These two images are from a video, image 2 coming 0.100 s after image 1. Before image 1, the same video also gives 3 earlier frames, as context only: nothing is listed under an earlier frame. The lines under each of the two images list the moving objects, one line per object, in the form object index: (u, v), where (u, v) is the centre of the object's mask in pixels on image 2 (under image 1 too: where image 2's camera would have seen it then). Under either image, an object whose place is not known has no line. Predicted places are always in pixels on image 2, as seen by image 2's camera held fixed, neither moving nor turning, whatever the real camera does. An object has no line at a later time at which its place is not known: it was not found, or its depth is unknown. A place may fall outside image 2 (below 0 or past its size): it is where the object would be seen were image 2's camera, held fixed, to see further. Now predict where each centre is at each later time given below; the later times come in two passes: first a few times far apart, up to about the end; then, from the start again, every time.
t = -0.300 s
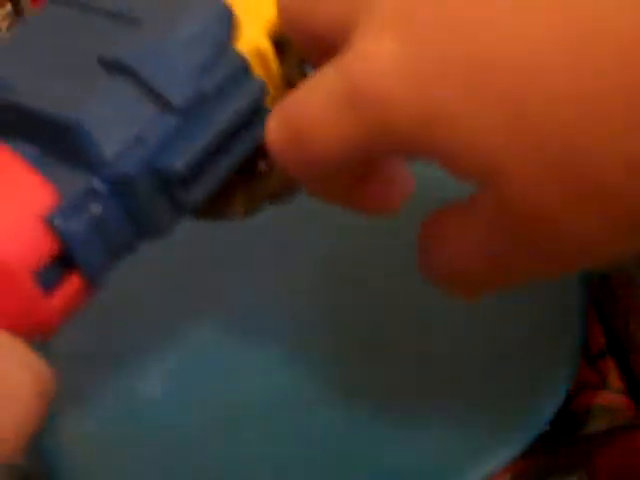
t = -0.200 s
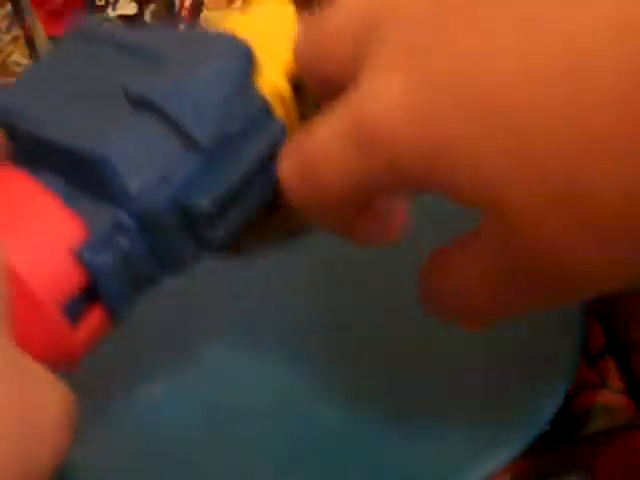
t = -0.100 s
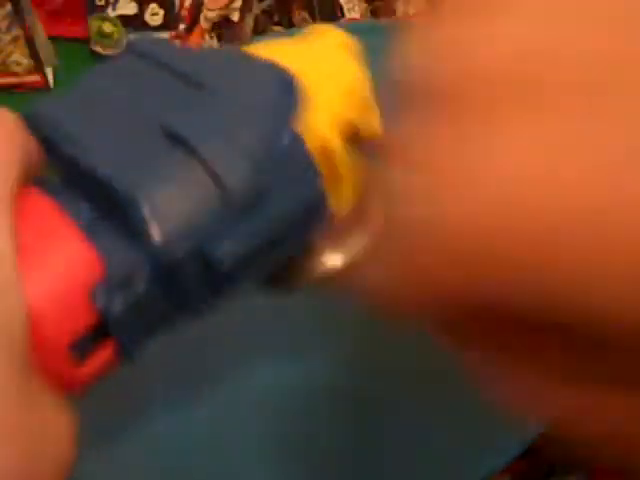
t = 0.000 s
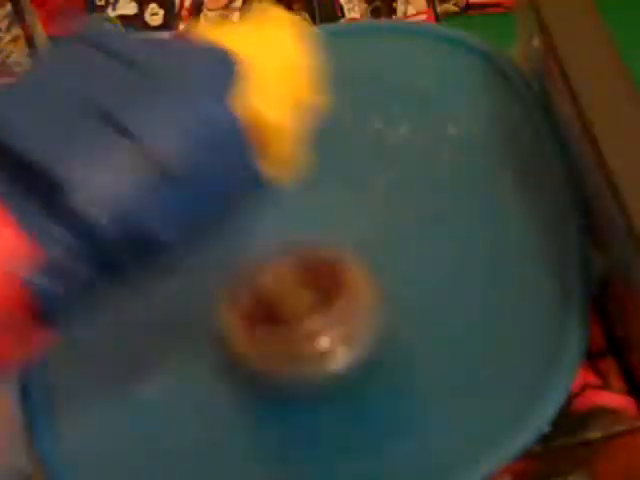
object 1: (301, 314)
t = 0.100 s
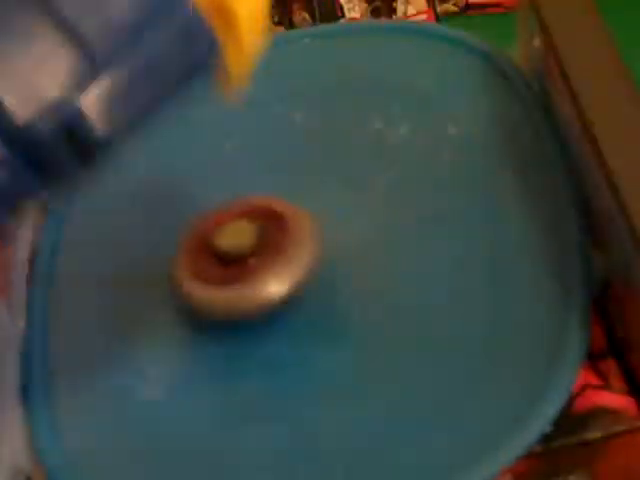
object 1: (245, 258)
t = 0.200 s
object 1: (217, 218)
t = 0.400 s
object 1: (178, 236)
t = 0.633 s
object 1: (96, 324)
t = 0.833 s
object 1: (129, 390)
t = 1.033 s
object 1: (229, 340)
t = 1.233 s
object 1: (313, 243)
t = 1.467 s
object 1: (316, 133)
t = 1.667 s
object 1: (275, 88)
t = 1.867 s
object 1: (258, 98)
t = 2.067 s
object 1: (251, 119)
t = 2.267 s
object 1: (258, 152)
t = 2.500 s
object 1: (294, 207)
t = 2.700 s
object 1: (303, 228)
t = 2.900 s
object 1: (306, 242)
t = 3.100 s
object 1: (304, 250)
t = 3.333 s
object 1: (294, 254)
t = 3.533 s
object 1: (283, 255)
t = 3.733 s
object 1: (273, 253)
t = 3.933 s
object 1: (267, 247)
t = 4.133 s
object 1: (263, 238)
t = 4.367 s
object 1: (268, 231)
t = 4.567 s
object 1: (276, 213)
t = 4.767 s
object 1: (284, 186)
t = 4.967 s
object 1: (300, 161)
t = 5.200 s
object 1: (311, 151)
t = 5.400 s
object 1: (315, 152)
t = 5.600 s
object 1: (316, 159)
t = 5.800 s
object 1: (311, 171)
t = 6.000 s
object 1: (293, 200)
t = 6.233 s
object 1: (291, 277)
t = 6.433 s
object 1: (298, 288)
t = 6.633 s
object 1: (294, 289)
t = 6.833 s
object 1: (287, 283)
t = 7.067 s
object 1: (284, 270)
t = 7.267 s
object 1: (284, 250)
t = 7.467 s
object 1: (281, 222)
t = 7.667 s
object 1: (269, 202)
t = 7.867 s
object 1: (273, 193)
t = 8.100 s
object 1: (281, 184)
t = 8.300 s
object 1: (288, 182)
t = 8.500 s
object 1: (296, 183)
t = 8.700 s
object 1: (300, 194)
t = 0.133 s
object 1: (232, 243)
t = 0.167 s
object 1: (222, 228)
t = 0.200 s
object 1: (217, 218)
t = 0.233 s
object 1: (214, 211)
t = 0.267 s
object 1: (211, 209)
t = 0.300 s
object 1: (206, 213)
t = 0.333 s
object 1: (200, 219)
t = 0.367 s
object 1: (190, 227)
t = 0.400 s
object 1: (178, 236)
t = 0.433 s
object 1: (164, 247)
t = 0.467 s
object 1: (150, 258)
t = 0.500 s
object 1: (137, 269)
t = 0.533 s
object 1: (123, 281)
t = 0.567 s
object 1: (112, 295)
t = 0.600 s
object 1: (102, 309)
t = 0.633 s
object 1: (96, 324)
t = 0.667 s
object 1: (91, 340)
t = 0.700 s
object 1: (91, 357)
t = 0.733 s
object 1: (96, 372)
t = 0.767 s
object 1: (105, 381)
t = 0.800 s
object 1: (116, 388)
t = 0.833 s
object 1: (129, 390)
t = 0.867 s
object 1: (141, 389)
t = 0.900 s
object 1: (156, 383)
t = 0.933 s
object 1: (176, 375)
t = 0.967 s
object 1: (195, 365)
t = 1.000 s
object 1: (212, 355)
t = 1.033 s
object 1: (229, 340)
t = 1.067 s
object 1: (246, 326)
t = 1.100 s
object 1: (260, 311)
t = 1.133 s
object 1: (276, 295)
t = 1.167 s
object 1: (291, 278)
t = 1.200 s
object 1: (303, 261)
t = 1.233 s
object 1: (313, 243)
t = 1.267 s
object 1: (320, 226)
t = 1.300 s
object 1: (323, 208)
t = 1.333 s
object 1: (323, 191)
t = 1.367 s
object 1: (321, 176)
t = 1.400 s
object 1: (320, 160)
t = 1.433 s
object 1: (319, 146)
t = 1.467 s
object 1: (316, 133)
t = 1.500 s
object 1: (313, 121)
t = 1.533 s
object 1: (308, 110)
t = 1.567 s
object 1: (302, 99)
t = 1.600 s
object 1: (293, 92)
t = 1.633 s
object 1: (283, 89)
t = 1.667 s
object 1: (275, 88)
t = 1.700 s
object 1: (270, 88)
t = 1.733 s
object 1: (267, 89)
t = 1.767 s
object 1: (265, 90)
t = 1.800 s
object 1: (262, 92)
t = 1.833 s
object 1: (260, 95)
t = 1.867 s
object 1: (258, 98)
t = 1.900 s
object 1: (257, 102)
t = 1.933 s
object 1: (255, 105)
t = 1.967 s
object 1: (254, 109)
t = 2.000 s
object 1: (252, 112)
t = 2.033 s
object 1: (252, 115)
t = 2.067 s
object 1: (251, 119)
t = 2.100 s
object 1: (251, 123)
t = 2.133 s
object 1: (251, 128)
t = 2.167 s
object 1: (251, 133)
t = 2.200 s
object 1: (252, 138)
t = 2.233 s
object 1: (254, 144)
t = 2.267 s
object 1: (258, 152)
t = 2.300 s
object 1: (264, 161)
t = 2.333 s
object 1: (269, 170)
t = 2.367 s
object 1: (276, 179)
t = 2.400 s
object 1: (282, 189)
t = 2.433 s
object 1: (288, 196)
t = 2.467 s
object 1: (292, 202)
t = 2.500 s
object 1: (294, 207)
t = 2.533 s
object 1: (296, 212)
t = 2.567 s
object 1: (298, 216)
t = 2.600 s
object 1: (300, 220)
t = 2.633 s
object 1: (301, 222)
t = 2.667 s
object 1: (301, 225)
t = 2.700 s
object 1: (303, 228)
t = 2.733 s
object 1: (304, 231)
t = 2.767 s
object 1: (305, 233)
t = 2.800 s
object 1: (305, 236)
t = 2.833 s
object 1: (305, 238)
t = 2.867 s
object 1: (305, 239)
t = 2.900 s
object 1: (306, 242)
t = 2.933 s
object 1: (306, 244)
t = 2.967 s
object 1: (306, 246)
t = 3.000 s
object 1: (306, 247)
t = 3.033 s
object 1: (305, 248)
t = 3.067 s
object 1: (305, 249)
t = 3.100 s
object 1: (304, 250)
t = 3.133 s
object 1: (303, 251)
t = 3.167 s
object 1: (302, 251)
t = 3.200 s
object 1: (300, 252)
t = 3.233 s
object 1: (299, 253)
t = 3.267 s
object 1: (298, 253)
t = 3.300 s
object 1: (296, 254)
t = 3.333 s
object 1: (294, 254)
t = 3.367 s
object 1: (292, 255)
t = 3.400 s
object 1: (290, 255)
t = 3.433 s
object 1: (288, 255)
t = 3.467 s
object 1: (286, 256)
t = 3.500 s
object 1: (285, 256)
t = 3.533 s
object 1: (283, 255)
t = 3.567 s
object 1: (281, 255)
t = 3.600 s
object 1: (280, 255)
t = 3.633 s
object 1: (278, 255)
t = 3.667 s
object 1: (276, 254)
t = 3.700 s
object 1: (275, 254)
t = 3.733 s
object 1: (273, 253)
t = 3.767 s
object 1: (272, 252)
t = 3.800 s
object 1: (271, 251)
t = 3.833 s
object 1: (270, 250)
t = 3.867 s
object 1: (269, 249)
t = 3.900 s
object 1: (269, 248)
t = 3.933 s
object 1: (267, 247)
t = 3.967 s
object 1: (267, 246)
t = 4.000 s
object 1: (265, 244)
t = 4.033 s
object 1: (263, 242)
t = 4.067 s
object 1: (263, 241)
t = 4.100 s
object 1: (263, 239)
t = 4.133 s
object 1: (263, 238)
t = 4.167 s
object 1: (263, 237)
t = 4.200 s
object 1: (264, 236)
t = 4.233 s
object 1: (264, 235)
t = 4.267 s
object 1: (265, 234)
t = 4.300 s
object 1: (266, 233)
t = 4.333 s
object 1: (268, 232)
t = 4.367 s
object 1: (268, 231)
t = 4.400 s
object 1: (269, 229)
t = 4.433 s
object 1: (271, 227)
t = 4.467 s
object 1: (272, 224)
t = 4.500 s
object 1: (274, 220)
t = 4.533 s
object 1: (275, 217)
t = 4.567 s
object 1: (276, 213)
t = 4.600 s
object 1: (277, 209)
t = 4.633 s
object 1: (278, 205)
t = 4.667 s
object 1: (280, 201)
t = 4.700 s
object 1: (281, 196)
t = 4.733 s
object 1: (283, 192)
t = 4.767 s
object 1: (284, 186)
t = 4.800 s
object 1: (286, 180)
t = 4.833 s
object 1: (289, 175)
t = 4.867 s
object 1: (292, 171)
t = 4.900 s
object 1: (294, 168)
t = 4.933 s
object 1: (297, 164)
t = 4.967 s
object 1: (300, 161)
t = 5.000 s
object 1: (302, 157)
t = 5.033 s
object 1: (304, 155)
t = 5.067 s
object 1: (307, 153)
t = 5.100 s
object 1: (309, 152)
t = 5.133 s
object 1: (310, 151)
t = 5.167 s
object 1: (311, 151)
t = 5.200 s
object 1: (311, 151)
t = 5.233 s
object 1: (312, 151)
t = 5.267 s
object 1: (312, 151)
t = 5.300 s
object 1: (314, 151)
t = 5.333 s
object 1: (314, 151)
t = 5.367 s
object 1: (315, 151)
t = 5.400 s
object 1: (315, 152)
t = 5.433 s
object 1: (315, 153)
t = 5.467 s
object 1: (315, 153)
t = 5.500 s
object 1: (315, 154)
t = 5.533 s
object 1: (316, 156)
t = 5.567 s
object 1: (316, 157)
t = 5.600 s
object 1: (316, 159)
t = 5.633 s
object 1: (316, 161)
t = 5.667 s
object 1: (315, 162)
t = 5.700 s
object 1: (315, 164)
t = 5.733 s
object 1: (314, 166)
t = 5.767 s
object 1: (312, 168)
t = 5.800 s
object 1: (311, 171)
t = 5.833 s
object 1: (309, 174)
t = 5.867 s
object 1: (308, 177)
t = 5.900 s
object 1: (305, 181)
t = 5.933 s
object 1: (303, 186)
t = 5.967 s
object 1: (299, 191)
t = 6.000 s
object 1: (293, 200)
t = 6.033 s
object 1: (286, 212)
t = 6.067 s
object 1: (280, 225)
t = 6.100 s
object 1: (277, 240)
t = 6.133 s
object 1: (279, 252)
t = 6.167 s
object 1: (283, 264)
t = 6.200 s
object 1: (287, 272)
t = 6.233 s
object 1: (291, 277)
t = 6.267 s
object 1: (293, 281)
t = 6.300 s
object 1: (295, 283)
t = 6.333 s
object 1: (297, 286)
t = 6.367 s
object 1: (297, 287)
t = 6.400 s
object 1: (297, 288)
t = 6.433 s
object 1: (298, 288)
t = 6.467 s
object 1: (297, 288)
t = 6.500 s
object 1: (297, 289)
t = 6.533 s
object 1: (297, 289)
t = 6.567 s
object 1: (296, 289)
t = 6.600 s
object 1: (295, 289)
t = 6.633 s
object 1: (294, 289)
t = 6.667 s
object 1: (293, 288)
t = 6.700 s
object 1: (292, 287)
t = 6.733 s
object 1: (291, 286)
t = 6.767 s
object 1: (289, 286)
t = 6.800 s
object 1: (288, 284)
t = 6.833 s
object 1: (287, 283)
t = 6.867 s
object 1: (287, 281)
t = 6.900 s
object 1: (287, 280)
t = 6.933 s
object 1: (286, 278)
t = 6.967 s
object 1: (285, 277)
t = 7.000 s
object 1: (285, 274)
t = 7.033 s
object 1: (285, 273)
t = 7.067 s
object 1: (284, 270)
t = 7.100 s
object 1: (284, 268)
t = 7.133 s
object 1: (284, 265)
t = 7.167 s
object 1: (284, 261)
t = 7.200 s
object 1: (284, 258)
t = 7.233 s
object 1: (284, 255)
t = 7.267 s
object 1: (284, 250)
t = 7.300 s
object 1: (285, 246)
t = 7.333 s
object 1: (285, 241)
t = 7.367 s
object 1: (285, 237)
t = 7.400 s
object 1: (285, 232)
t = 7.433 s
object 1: (283, 228)
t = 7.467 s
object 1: (281, 222)
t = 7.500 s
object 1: (278, 218)
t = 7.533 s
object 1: (275, 213)
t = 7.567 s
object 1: (273, 210)
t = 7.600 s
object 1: (272, 207)
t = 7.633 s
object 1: (270, 205)
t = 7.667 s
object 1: (269, 202)
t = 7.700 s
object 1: (270, 201)
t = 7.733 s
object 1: (270, 199)
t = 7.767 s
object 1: (270, 198)
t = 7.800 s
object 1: (270, 196)
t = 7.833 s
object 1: (271, 195)
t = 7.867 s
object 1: (273, 193)
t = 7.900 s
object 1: (274, 193)
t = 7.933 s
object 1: (275, 192)
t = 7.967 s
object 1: (276, 191)
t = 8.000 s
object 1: (277, 190)
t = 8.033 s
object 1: (278, 190)
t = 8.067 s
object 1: (279, 188)
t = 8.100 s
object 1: (281, 184)
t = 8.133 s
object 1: (282, 183)
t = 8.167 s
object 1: (284, 182)
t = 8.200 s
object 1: (286, 182)
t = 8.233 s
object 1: (286, 181)
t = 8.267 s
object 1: (287, 182)
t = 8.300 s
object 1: (288, 182)
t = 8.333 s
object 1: (288, 182)
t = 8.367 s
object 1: (290, 182)
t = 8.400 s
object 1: (292, 183)
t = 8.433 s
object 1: (293, 183)
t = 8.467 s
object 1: (294, 183)
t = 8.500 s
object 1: (296, 183)
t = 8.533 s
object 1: (297, 183)
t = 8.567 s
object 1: (298, 183)
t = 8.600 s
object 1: (298, 186)
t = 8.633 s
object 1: (298, 188)
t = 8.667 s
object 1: (299, 190)
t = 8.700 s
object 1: (300, 194)
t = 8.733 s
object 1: (299, 195)
